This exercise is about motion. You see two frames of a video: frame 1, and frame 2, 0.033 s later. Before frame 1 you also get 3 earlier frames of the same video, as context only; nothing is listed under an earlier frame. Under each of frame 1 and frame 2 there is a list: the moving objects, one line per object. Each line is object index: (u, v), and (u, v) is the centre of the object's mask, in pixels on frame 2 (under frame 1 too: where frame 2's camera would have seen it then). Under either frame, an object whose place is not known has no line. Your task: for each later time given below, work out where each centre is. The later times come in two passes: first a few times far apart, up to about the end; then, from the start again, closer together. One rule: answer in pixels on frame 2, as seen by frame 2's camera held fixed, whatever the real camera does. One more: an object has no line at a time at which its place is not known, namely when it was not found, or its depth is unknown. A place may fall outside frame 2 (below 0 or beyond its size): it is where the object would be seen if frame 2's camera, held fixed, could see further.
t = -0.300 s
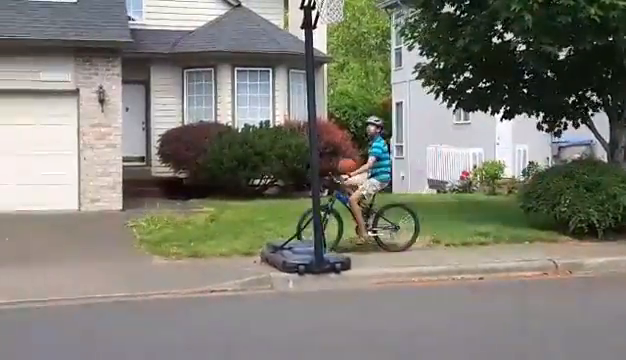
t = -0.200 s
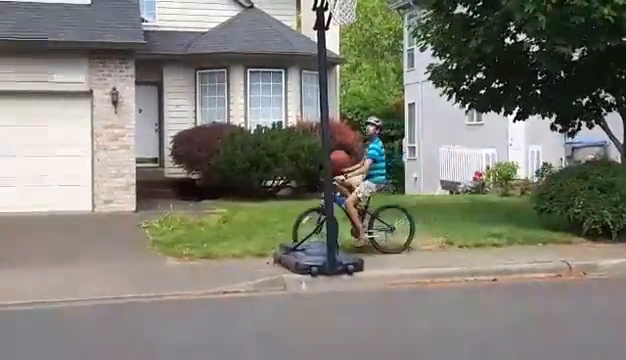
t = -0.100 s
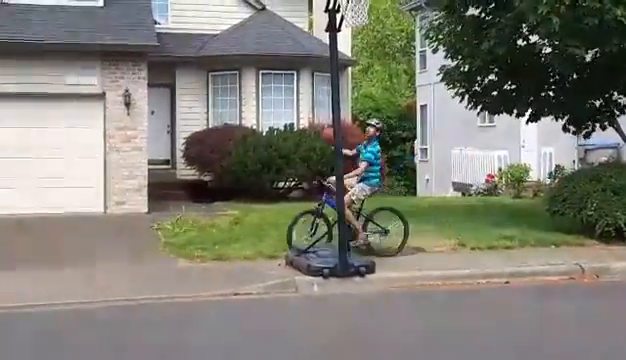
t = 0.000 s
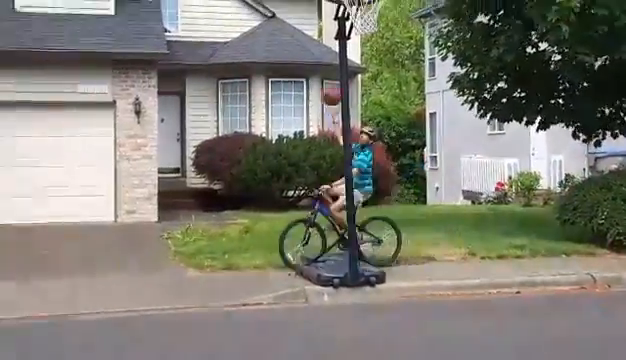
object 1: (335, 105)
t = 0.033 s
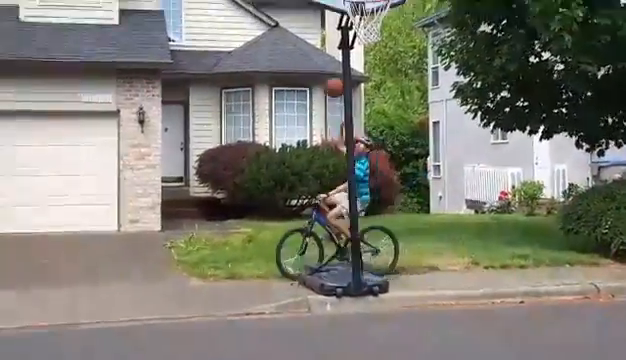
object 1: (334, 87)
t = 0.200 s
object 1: (331, 10)
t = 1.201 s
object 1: (320, 12)
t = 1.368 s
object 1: (320, 121)
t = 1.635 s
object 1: (319, 289)
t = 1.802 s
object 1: (301, 163)
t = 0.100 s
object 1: (333, 54)
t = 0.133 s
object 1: (332, 36)
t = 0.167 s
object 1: (332, 21)
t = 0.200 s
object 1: (331, 10)
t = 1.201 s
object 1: (320, 12)
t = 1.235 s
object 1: (318, 34)
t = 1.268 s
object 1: (320, 50)
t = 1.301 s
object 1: (319, 70)
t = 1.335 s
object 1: (319, 97)
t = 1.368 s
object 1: (320, 121)
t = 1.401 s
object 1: (321, 144)
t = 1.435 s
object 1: (321, 174)
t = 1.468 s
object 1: (321, 205)
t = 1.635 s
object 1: (319, 289)
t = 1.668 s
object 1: (316, 261)
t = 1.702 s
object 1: (312, 236)
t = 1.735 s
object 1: (308, 210)
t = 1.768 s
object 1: (305, 186)
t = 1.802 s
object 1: (301, 163)
